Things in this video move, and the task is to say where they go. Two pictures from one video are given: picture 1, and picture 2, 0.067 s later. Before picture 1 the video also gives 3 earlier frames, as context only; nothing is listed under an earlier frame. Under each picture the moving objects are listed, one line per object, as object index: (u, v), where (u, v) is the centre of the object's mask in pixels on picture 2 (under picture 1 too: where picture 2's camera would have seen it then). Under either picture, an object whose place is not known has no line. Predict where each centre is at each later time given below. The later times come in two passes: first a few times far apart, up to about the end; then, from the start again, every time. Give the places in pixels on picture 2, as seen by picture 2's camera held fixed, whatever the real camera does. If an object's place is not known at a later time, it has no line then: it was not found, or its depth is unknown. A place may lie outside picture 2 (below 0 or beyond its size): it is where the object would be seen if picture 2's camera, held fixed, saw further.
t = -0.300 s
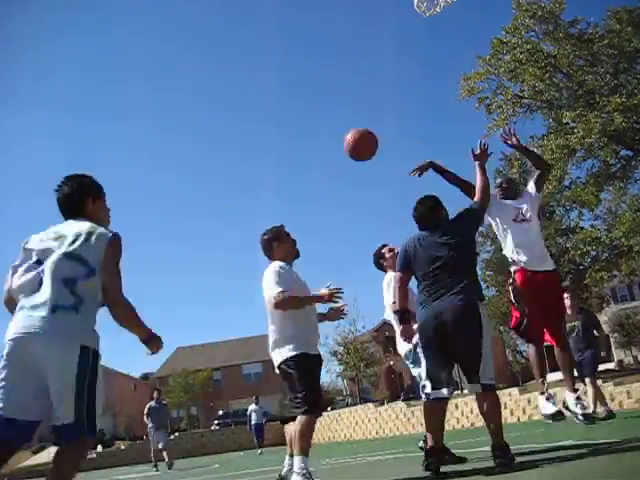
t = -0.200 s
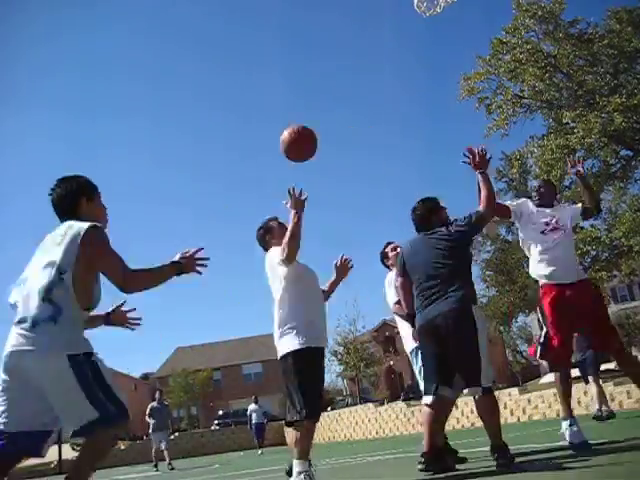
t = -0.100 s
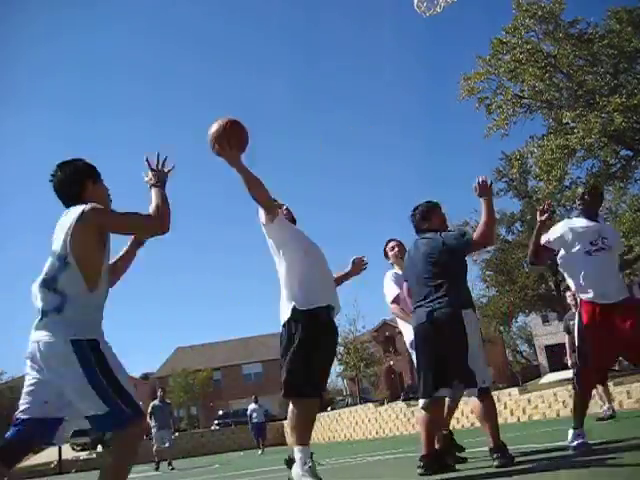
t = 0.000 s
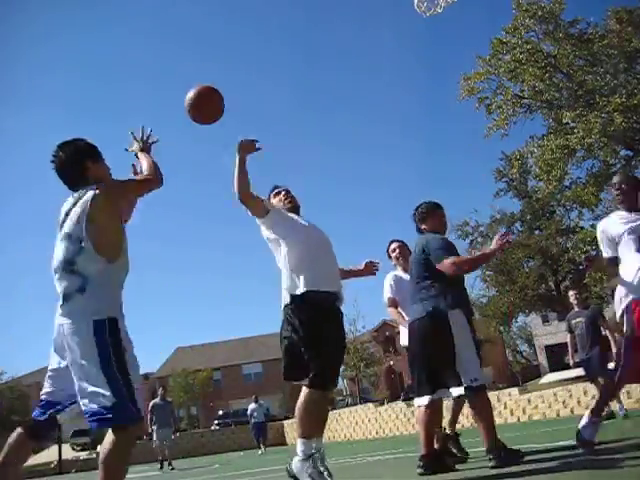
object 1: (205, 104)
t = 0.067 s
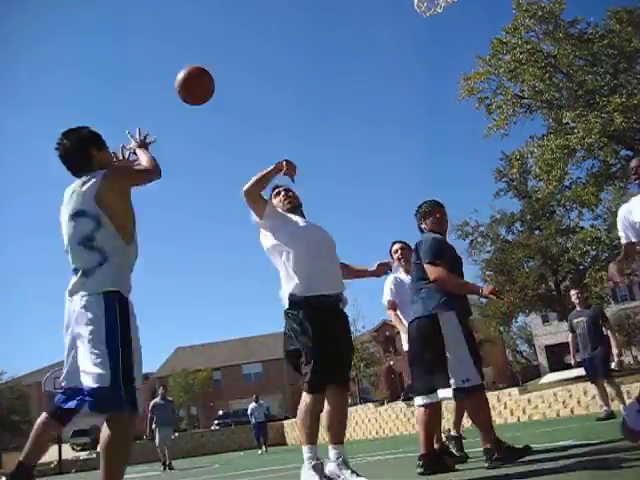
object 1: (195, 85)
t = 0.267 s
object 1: (167, 65)
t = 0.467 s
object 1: (142, 101)
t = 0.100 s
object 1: (190, 78)
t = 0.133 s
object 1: (185, 72)
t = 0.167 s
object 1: (180, 68)
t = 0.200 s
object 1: (176, 66)
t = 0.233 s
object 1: (171, 65)
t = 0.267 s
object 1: (167, 65)
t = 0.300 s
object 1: (162, 67)
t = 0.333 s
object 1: (158, 71)
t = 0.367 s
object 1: (154, 76)
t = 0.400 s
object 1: (150, 83)
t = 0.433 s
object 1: (146, 91)
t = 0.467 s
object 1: (142, 101)
